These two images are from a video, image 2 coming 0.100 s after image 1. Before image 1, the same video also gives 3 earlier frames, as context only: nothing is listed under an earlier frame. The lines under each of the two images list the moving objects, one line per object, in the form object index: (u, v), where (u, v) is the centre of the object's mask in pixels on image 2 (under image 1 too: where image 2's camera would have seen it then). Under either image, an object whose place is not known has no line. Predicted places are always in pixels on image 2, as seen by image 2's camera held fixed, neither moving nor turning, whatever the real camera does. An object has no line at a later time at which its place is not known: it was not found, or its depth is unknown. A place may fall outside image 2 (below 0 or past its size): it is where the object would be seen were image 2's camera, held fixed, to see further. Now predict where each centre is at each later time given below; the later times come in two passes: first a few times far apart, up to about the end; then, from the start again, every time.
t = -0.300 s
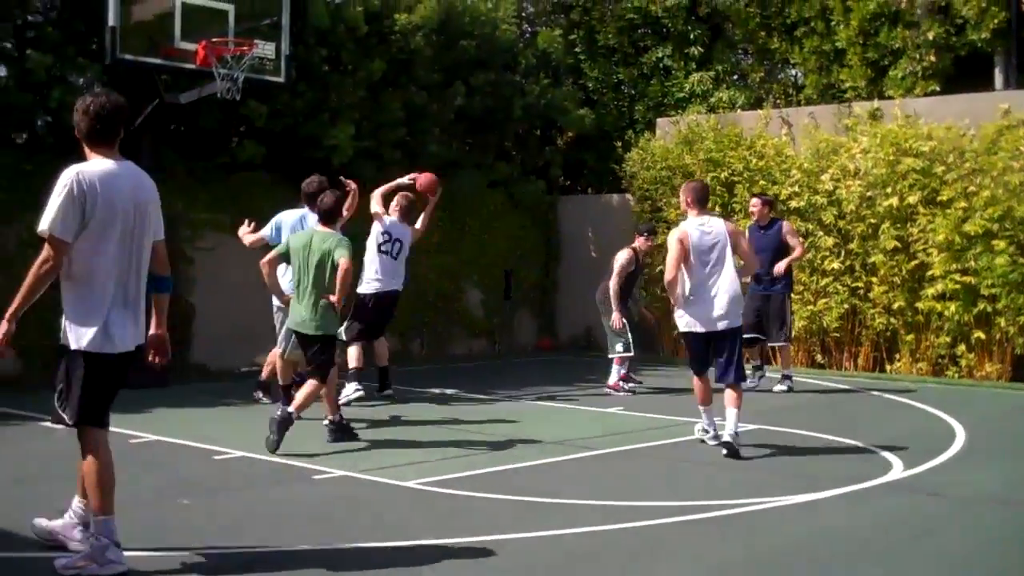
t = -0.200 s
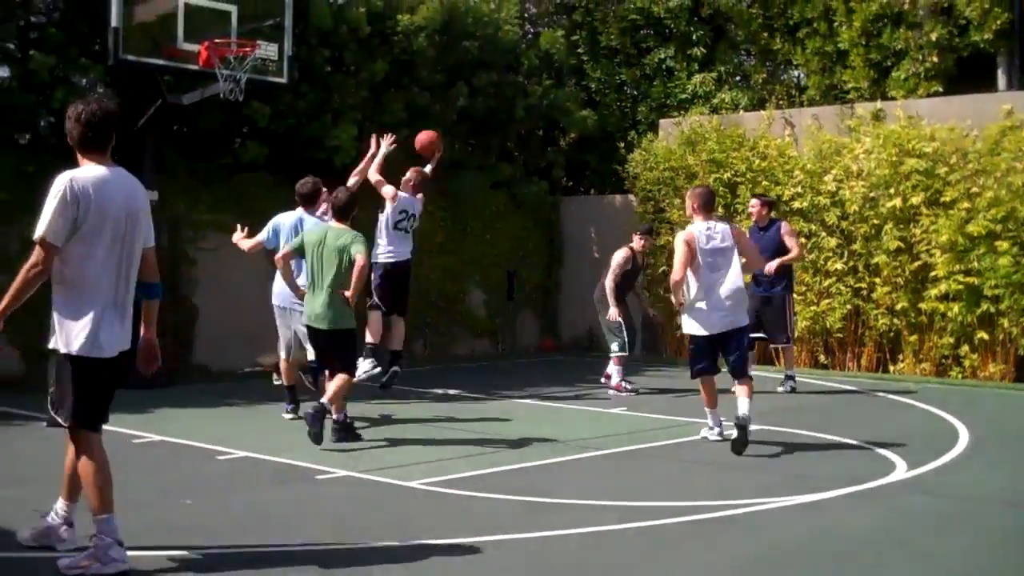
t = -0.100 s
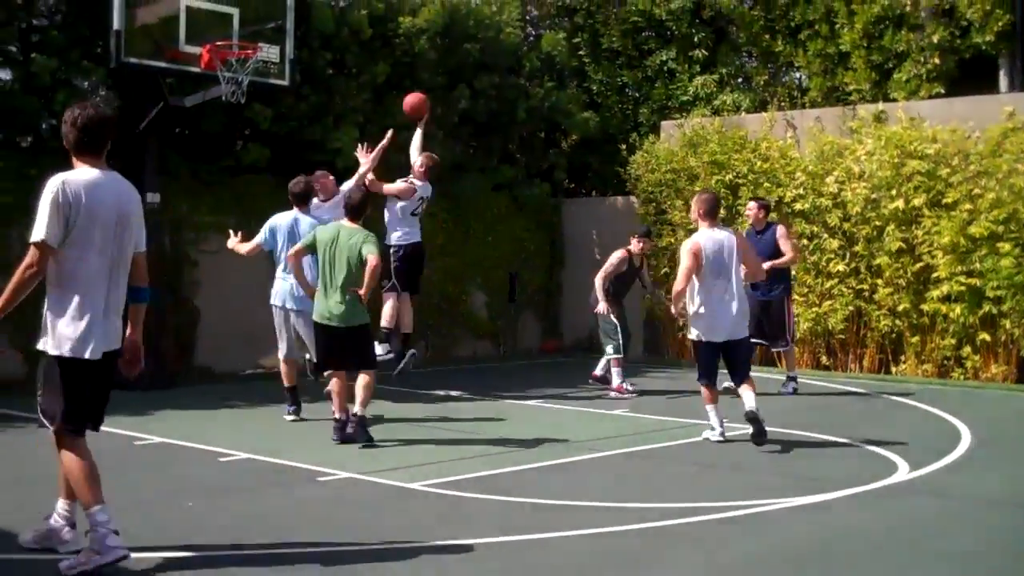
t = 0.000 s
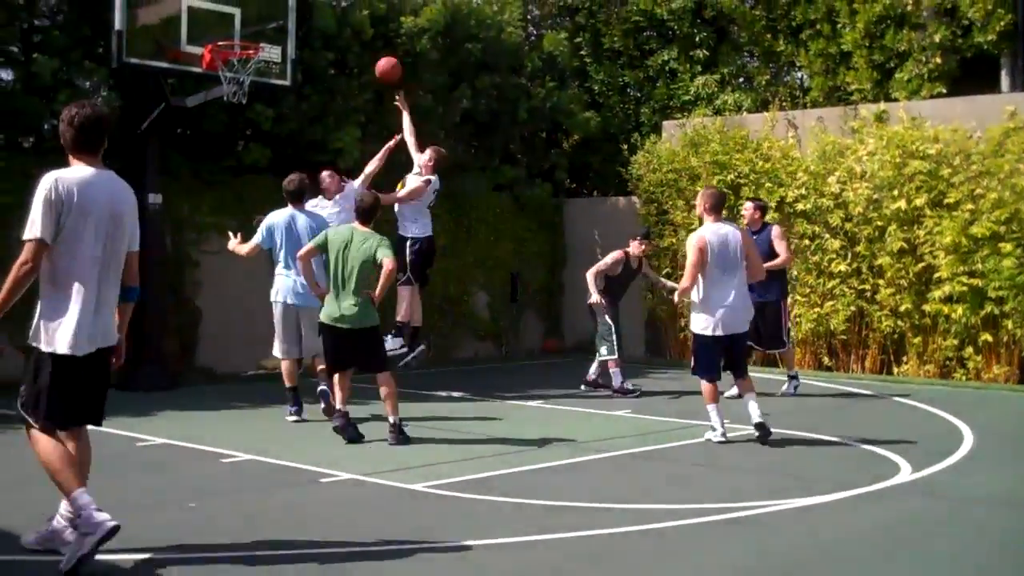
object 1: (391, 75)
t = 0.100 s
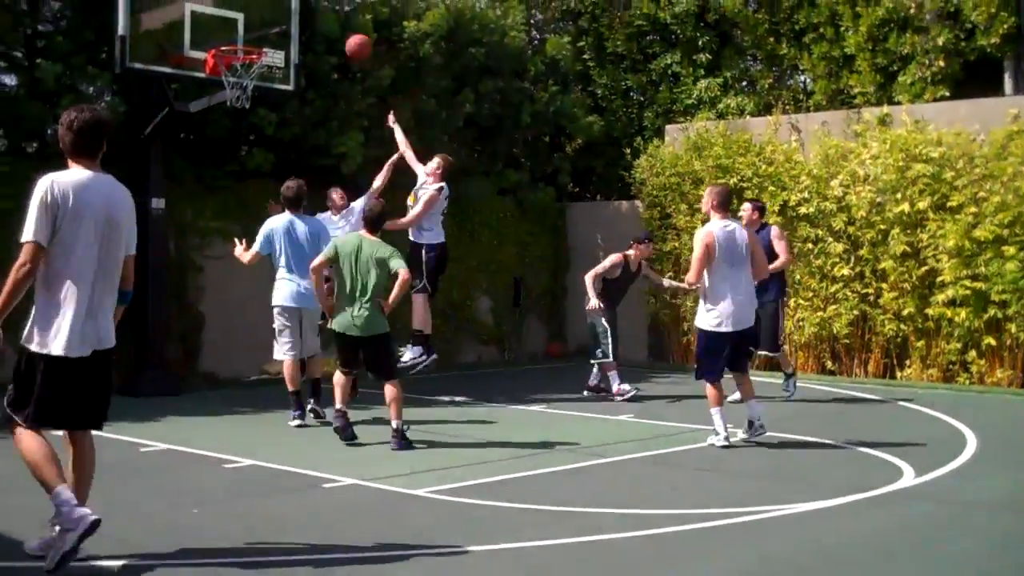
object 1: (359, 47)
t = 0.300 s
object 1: (292, 25)
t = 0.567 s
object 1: (224, 30)
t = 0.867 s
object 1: (222, 34)
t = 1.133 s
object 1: (240, 34)
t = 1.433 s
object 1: (248, 99)
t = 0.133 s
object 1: (347, 41)
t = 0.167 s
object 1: (338, 36)
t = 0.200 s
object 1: (325, 31)
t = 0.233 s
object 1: (314, 28)
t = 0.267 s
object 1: (303, 27)
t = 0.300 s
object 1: (292, 25)
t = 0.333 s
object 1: (280, 25)
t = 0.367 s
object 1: (268, 26)
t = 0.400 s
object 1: (258, 30)
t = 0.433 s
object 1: (245, 34)
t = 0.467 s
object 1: (234, 37)
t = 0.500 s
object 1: (226, 37)
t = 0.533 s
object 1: (223, 33)
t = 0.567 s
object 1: (224, 30)
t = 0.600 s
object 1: (223, 25)
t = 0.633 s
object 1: (224, 24)
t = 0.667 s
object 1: (224, 23)
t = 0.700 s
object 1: (223, 23)
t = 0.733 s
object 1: (224, 23)
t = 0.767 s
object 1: (223, 25)
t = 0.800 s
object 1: (223, 30)
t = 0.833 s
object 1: (222, 32)
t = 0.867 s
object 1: (222, 34)
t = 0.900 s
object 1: (223, 32)
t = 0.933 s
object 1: (226, 28)
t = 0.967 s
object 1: (229, 26)
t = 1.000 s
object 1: (230, 26)
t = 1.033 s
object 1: (233, 26)
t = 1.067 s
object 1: (235, 28)
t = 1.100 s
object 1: (238, 31)
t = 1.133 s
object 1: (240, 34)
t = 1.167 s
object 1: (242, 38)
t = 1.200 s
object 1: (244, 42)
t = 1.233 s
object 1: (247, 54)
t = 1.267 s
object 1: (249, 65)
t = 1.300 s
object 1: (250, 72)
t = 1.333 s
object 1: (251, 80)
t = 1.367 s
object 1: (251, 85)
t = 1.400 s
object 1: (250, 92)
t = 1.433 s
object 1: (248, 99)
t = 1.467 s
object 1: (248, 107)
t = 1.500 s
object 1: (247, 117)
